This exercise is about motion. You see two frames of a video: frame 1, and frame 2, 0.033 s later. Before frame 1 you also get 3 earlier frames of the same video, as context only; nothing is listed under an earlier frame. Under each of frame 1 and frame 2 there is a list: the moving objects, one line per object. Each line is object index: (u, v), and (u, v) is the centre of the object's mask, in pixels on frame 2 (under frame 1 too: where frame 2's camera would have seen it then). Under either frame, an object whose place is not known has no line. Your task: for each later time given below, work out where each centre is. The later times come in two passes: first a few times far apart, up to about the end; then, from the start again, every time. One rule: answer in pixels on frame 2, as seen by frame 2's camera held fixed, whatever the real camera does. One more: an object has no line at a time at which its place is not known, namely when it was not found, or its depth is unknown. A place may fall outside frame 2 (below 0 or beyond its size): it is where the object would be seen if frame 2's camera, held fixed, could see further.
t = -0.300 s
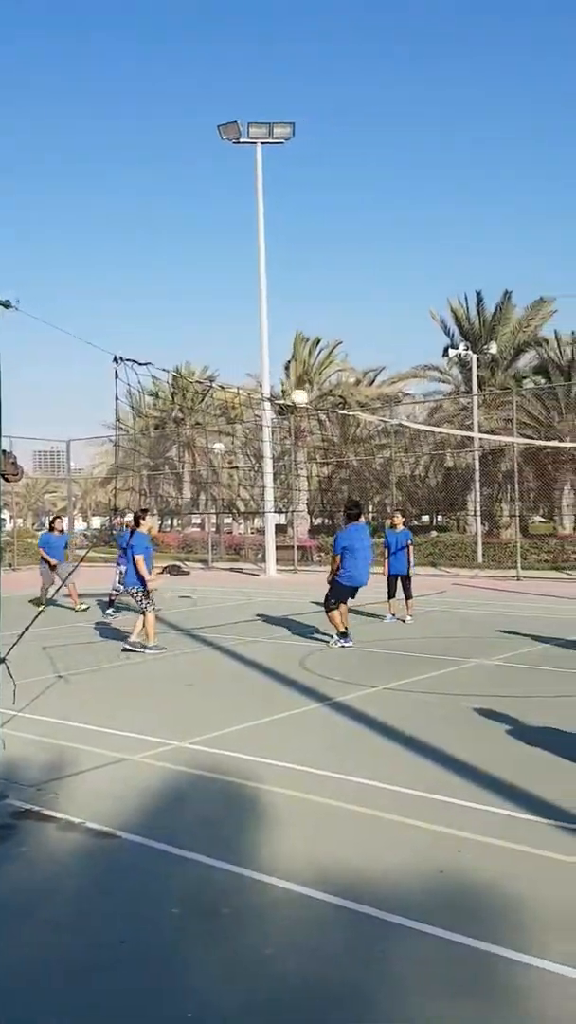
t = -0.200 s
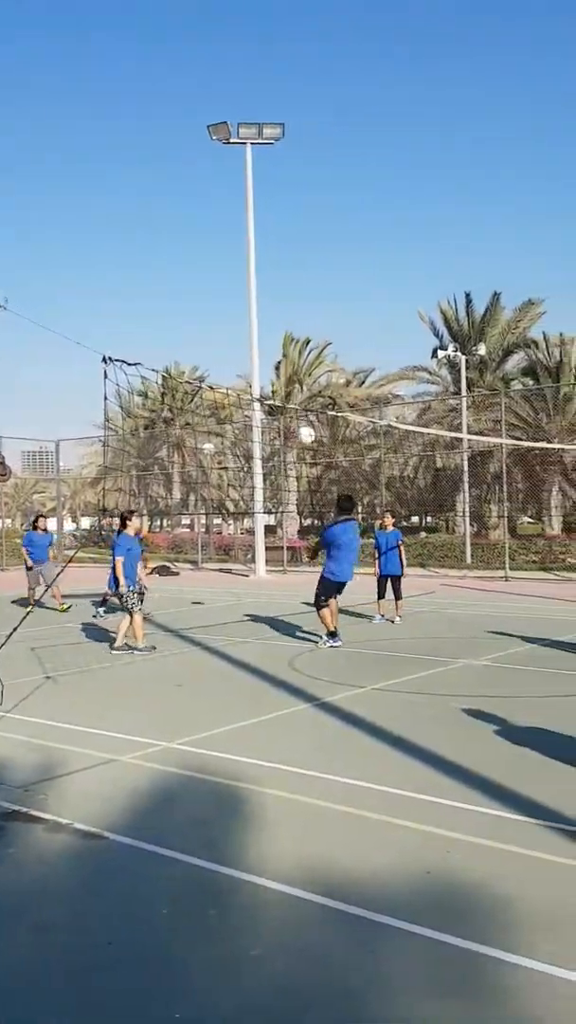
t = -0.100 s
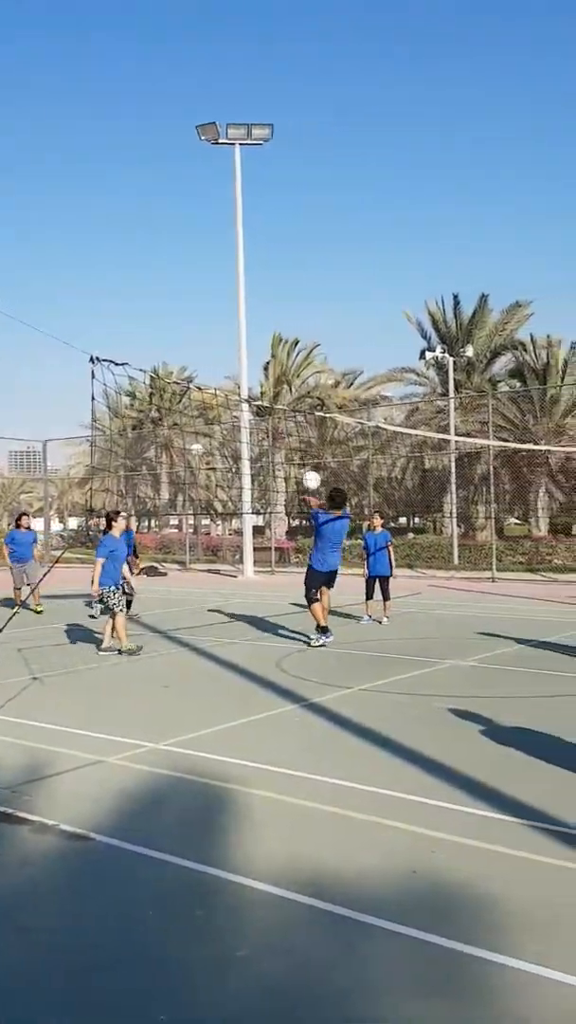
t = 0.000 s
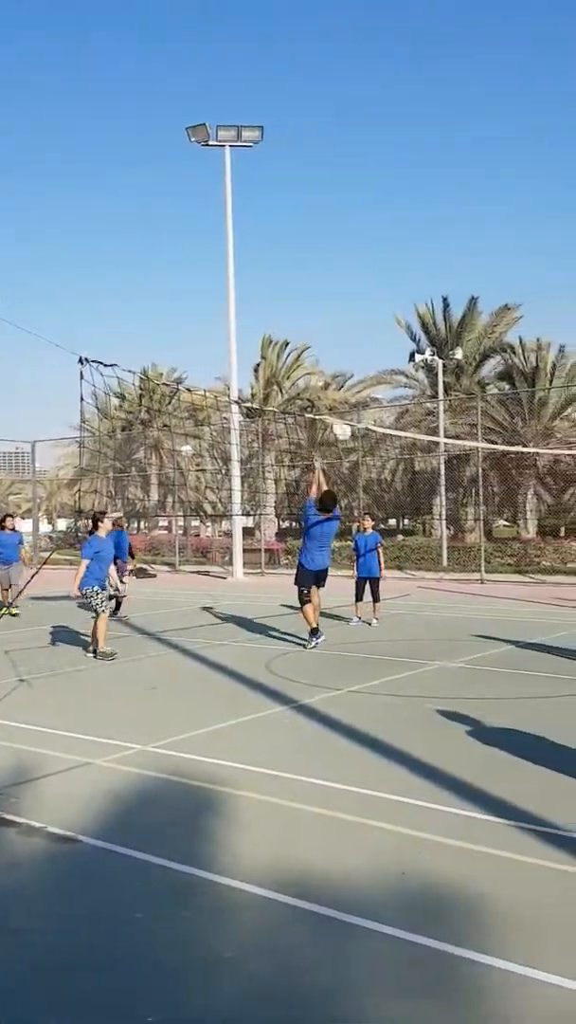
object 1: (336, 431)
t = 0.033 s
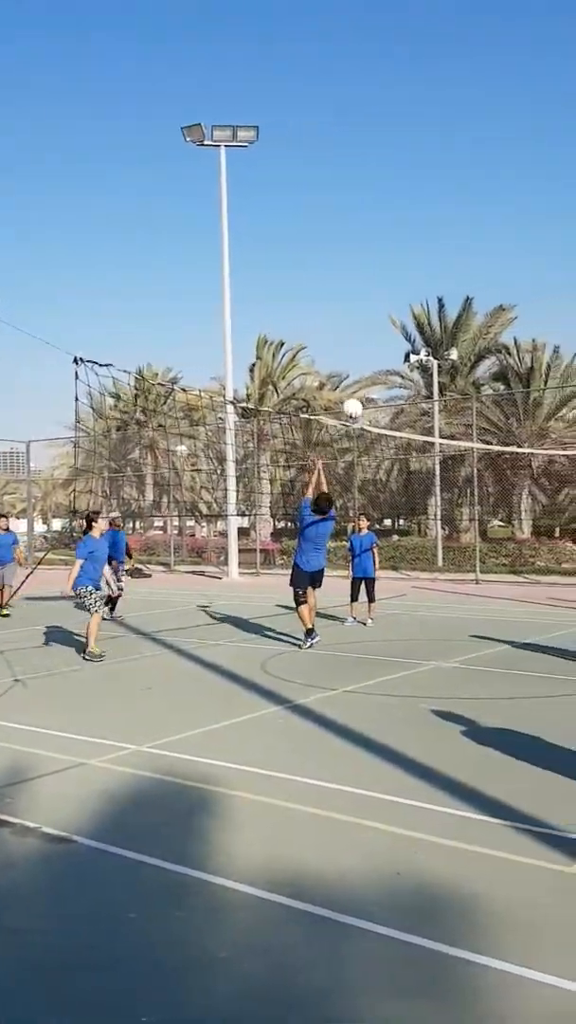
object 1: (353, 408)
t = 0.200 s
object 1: (444, 299)
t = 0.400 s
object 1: (580, 183)
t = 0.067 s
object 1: (370, 385)
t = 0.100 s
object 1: (386, 363)
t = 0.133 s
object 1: (405, 341)
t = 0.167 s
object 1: (425, 320)
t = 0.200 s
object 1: (444, 299)
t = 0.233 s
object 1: (464, 279)
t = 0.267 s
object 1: (485, 258)
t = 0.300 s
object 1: (508, 238)
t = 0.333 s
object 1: (532, 219)
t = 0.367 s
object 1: (556, 201)
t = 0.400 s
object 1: (580, 183)
